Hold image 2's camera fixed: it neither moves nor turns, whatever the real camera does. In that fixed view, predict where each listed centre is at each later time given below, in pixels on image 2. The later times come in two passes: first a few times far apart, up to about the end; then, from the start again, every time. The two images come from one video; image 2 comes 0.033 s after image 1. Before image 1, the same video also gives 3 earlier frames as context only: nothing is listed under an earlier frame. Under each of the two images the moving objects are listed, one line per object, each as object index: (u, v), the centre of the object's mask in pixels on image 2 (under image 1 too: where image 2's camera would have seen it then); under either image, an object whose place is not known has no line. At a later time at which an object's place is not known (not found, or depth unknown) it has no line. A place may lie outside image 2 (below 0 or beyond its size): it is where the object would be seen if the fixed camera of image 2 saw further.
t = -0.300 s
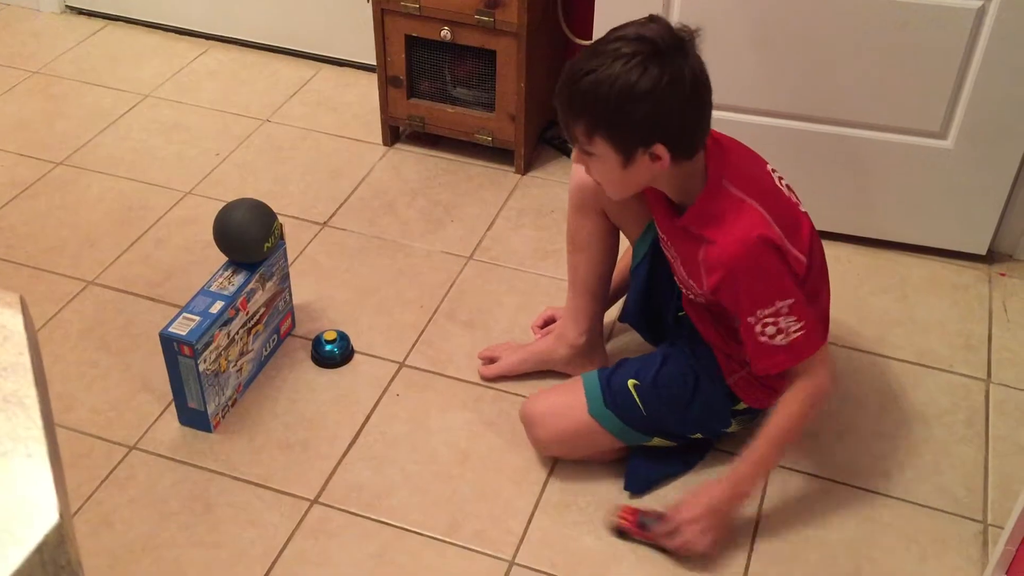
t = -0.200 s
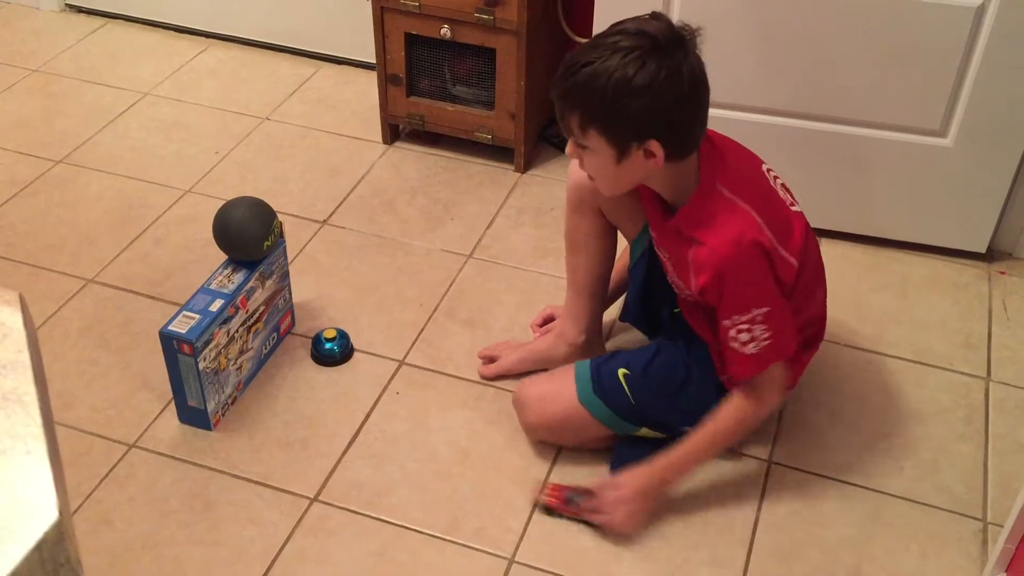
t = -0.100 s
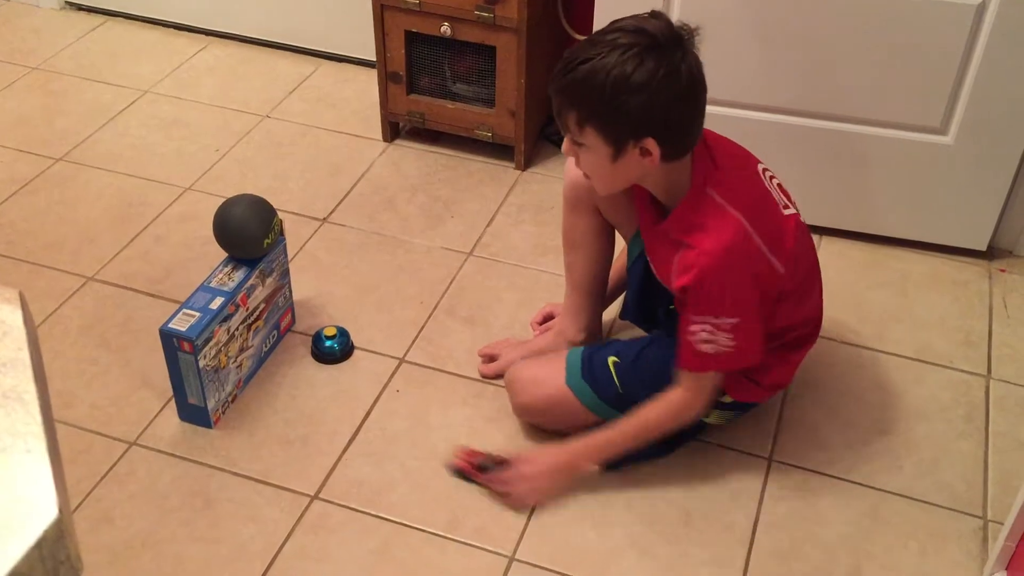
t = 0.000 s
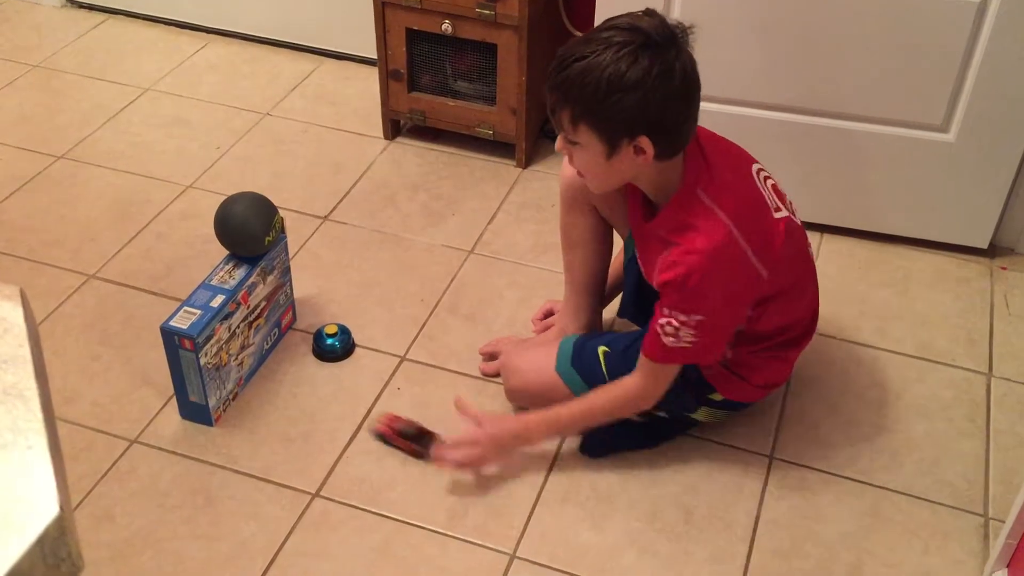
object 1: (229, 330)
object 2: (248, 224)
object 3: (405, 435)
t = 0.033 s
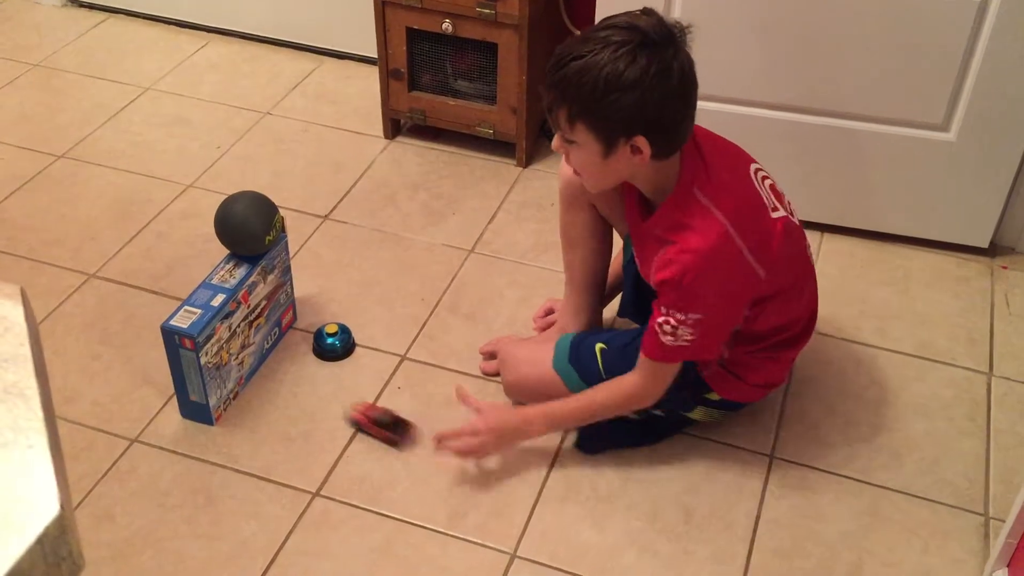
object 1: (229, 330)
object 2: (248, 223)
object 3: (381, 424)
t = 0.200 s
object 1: (229, 330)
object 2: (248, 224)
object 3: (287, 379)
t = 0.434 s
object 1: (202, 322)
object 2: (255, 228)
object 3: (262, 364)
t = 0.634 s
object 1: (195, 309)
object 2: (282, 314)
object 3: (257, 362)
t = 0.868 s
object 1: (207, 313)
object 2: (311, 306)
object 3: (260, 363)
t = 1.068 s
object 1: (206, 313)
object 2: (288, 327)
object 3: (258, 365)
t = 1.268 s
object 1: (198, 311)
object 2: (280, 326)
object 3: (255, 365)
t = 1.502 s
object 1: (199, 314)
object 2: (280, 314)
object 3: (256, 366)
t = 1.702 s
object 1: (201, 314)
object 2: (287, 308)
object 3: (256, 366)
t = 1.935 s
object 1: (202, 314)
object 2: (297, 295)
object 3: (255, 366)
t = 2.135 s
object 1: (203, 314)
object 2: (298, 288)
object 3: (256, 366)
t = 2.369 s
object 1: (203, 315)
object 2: (297, 281)
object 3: (256, 366)
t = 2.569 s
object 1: (203, 314)
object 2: (296, 276)
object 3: (256, 366)
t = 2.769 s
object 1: (203, 315)
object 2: (296, 275)
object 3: (256, 366)
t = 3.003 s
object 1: (203, 315)
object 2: (296, 275)
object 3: (257, 366)
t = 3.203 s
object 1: (203, 315)
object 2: (296, 276)
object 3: (257, 366)
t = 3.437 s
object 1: (203, 315)
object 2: (297, 276)
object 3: (257, 366)
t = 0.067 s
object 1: (229, 330)
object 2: (248, 224)
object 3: (359, 413)
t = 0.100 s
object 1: (229, 330)
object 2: (248, 223)
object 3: (340, 404)
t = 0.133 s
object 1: (229, 330)
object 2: (248, 224)
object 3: (322, 394)
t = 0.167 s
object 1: (229, 330)
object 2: (248, 224)
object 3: (304, 387)
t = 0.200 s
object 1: (229, 330)
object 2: (248, 224)
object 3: (287, 379)
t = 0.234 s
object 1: (225, 326)
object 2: (248, 223)
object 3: (280, 374)
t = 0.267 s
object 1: (219, 325)
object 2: (249, 223)
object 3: (277, 371)
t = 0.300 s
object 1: (215, 324)
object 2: (250, 223)
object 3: (274, 369)
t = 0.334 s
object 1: (212, 324)
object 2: (250, 224)
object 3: (271, 367)
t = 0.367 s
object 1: (208, 324)
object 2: (251, 224)
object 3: (267, 366)
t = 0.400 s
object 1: (206, 323)
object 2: (253, 225)
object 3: (265, 364)
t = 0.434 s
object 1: (202, 322)
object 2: (255, 228)
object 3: (262, 364)
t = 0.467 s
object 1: (198, 322)
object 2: (257, 234)
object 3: (261, 363)
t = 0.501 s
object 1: (194, 321)
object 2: (261, 245)
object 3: (259, 362)
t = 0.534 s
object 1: (192, 317)
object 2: (263, 257)
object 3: (258, 362)
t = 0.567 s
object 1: (192, 312)
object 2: (272, 280)
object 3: (258, 362)
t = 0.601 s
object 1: (193, 310)
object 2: (277, 307)
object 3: (257, 362)
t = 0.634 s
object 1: (195, 309)
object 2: (282, 314)
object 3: (257, 362)
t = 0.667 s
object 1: (195, 310)
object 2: (285, 299)
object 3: (258, 362)
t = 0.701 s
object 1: (196, 310)
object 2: (288, 287)
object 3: (258, 362)
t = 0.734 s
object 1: (197, 311)
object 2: (291, 281)
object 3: (258, 362)
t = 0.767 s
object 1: (199, 311)
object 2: (294, 280)
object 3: (258, 362)
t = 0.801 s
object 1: (202, 312)
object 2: (299, 283)
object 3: (258, 362)
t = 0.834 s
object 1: (205, 313)
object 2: (304, 291)
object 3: (259, 362)
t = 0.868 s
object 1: (207, 313)
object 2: (311, 306)
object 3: (260, 363)
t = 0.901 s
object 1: (209, 314)
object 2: (310, 310)
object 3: (260, 363)
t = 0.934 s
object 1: (210, 314)
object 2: (306, 309)
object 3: (260, 363)
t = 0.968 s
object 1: (209, 314)
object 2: (301, 313)
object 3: (260, 363)
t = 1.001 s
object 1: (209, 314)
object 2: (298, 322)
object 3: (260, 363)
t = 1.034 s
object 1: (208, 314)
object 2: (293, 329)
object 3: (259, 363)
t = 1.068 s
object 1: (206, 313)
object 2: (288, 327)
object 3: (258, 365)
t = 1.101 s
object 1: (203, 313)
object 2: (285, 327)
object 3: (258, 365)
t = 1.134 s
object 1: (201, 312)
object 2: (284, 326)
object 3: (257, 365)
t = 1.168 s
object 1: (200, 311)
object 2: (285, 327)
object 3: (256, 365)
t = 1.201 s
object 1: (199, 311)
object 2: (287, 330)
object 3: (255, 366)
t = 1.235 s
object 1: (199, 311)
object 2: (285, 330)
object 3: (254, 366)
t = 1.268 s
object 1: (198, 311)
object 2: (280, 326)
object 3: (255, 365)
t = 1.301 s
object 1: (198, 311)
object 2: (275, 323)
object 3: (255, 366)
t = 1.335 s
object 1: (200, 312)
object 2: (274, 321)
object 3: (256, 366)
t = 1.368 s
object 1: (200, 313)
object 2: (275, 320)
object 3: (255, 365)
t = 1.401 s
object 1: (201, 314)
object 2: (276, 319)
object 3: (256, 366)
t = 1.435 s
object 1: (200, 314)
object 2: (278, 317)
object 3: (256, 366)
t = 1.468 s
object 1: (200, 314)
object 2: (280, 316)
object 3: (256, 366)
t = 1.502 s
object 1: (199, 314)
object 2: (280, 314)
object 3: (256, 366)
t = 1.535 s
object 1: (200, 314)
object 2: (281, 313)
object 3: (256, 366)
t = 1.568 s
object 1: (200, 314)
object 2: (282, 312)
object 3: (256, 365)
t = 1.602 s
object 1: (201, 314)
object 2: (283, 311)
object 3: (256, 365)
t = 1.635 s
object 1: (201, 314)
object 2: (284, 310)
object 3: (255, 366)
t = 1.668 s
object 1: (201, 314)
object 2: (285, 309)
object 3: (256, 366)
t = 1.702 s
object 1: (201, 314)
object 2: (287, 308)
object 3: (256, 366)
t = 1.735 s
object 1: (201, 314)
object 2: (289, 306)
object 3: (256, 366)
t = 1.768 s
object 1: (201, 314)
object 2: (291, 305)
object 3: (256, 366)
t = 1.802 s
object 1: (201, 314)
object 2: (292, 303)
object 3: (256, 366)
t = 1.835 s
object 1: (202, 314)
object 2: (294, 301)
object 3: (256, 366)
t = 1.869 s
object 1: (202, 314)
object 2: (295, 299)
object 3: (256, 366)
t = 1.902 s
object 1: (202, 314)
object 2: (296, 298)
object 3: (256, 366)
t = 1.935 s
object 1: (202, 314)
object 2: (297, 295)
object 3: (255, 366)
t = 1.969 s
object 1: (202, 314)
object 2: (297, 294)
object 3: (255, 366)
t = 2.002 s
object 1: (202, 314)
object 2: (298, 293)
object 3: (256, 366)
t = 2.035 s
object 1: (202, 314)
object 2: (298, 292)
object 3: (256, 366)
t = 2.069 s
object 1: (202, 314)
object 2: (298, 290)
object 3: (256, 366)
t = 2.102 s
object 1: (203, 314)
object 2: (298, 289)
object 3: (256, 366)
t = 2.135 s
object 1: (203, 314)
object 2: (298, 288)
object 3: (256, 366)
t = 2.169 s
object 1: (202, 314)
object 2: (298, 287)
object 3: (256, 366)
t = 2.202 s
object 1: (202, 314)
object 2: (298, 286)
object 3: (256, 366)
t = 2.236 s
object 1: (202, 314)
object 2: (298, 285)
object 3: (256, 366)
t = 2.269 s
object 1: (202, 314)
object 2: (298, 284)
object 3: (256, 366)
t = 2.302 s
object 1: (202, 315)
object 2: (297, 282)
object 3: (256, 366)
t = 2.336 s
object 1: (203, 315)
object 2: (297, 282)
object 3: (256, 366)
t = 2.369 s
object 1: (203, 315)
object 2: (297, 281)
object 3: (256, 366)
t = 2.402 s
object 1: (202, 315)
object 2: (297, 280)
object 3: (256, 366)
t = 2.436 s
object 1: (203, 315)
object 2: (297, 279)
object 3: (256, 366)
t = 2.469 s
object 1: (203, 314)
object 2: (297, 278)
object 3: (256, 366)
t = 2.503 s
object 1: (203, 315)
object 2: (297, 278)
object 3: (256, 366)
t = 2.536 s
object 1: (203, 314)
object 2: (297, 277)
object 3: (256, 366)
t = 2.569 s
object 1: (203, 314)
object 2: (296, 276)
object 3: (256, 366)
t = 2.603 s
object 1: (203, 314)
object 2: (296, 276)
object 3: (257, 366)
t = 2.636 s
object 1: (203, 314)
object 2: (296, 276)
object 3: (256, 367)
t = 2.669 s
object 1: (203, 315)
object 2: (296, 275)
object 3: (256, 366)
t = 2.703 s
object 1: (203, 314)
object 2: (296, 275)
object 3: (256, 366)
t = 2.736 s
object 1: (203, 315)
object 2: (296, 275)
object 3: (256, 366)
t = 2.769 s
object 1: (203, 315)
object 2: (296, 275)
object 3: (256, 366)
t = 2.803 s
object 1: (203, 315)
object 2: (296, 274)
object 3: (256, 366)
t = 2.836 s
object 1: (203, 315)
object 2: (296, 275)
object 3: (256, 366)
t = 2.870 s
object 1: (203, 315)
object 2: (296, 275)
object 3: (256, 366)
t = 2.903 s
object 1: (203, 315)
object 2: (296, 275)
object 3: (256, 366)
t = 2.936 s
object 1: (203, 315)
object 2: (296, 275)
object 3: (256, 366)
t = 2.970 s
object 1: (203, 315)
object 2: (296, 275)
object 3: (256, 366)
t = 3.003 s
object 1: (203, 315)
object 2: (296, 275)
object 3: (257, 366)
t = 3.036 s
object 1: (203, 315)
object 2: (296, 275)
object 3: (257, 366)
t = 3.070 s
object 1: (203, 315)
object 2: (296, 275)
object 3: (257, 366)
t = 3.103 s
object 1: (203, 315)
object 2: (296, 275)
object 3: (257, 366)
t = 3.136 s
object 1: (203, 315)
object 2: (296, 276)
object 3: (257, 366)
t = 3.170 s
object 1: (203, 315)
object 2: (296, 276)
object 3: (257, 366)
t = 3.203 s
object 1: (203, 315)
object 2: (296, 276)
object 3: (257, 366)
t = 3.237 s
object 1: (203, 315)
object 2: (296, 276)
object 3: (257, 366)
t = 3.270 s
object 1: (203, 315)
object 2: (297, 276)
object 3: (257, 366)
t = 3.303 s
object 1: (203, 315)
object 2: (297, 276)
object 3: (257, 366)
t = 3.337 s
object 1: (203, 315)
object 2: (297, 276)
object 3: (257, 366)
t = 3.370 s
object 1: (203, 315)
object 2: (297, 276)
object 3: (257, 366)
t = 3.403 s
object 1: (203, 315)
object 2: (297, 276)
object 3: (257, 366)
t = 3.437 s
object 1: (203, 315)
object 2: (297, 276)
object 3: (257, 366)
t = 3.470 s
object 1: (203, 314)
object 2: (297, 276)
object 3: (257, 366)
